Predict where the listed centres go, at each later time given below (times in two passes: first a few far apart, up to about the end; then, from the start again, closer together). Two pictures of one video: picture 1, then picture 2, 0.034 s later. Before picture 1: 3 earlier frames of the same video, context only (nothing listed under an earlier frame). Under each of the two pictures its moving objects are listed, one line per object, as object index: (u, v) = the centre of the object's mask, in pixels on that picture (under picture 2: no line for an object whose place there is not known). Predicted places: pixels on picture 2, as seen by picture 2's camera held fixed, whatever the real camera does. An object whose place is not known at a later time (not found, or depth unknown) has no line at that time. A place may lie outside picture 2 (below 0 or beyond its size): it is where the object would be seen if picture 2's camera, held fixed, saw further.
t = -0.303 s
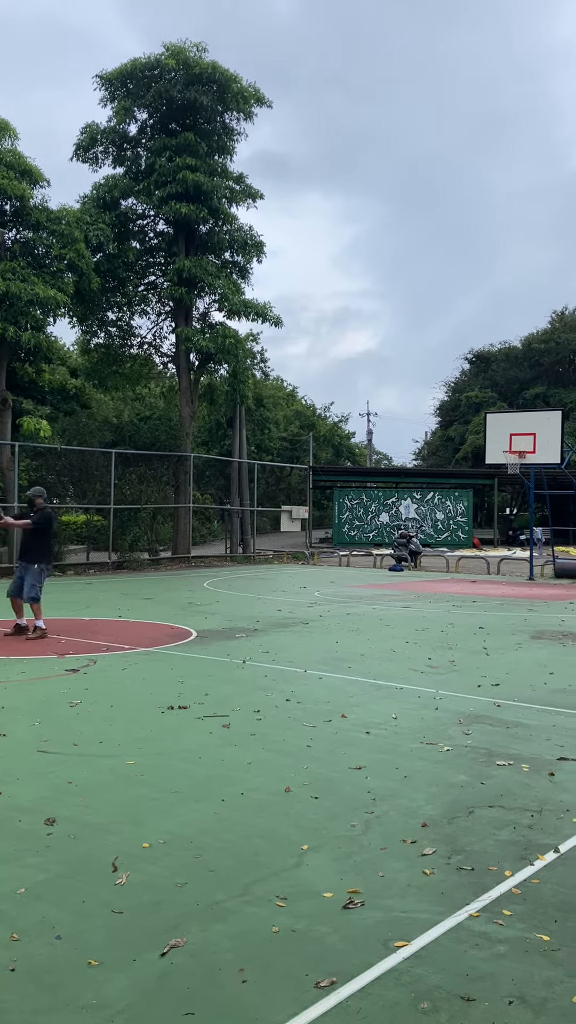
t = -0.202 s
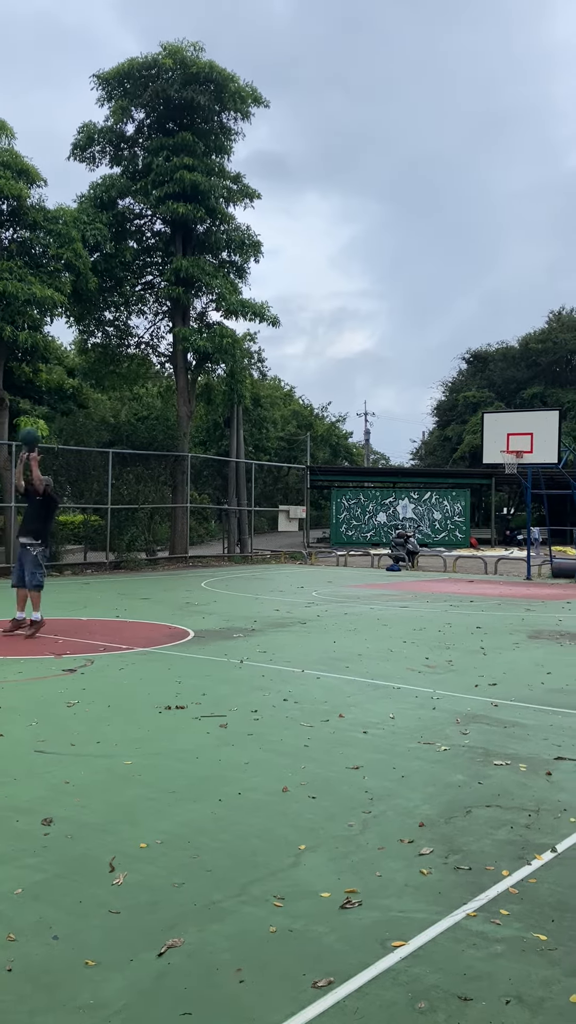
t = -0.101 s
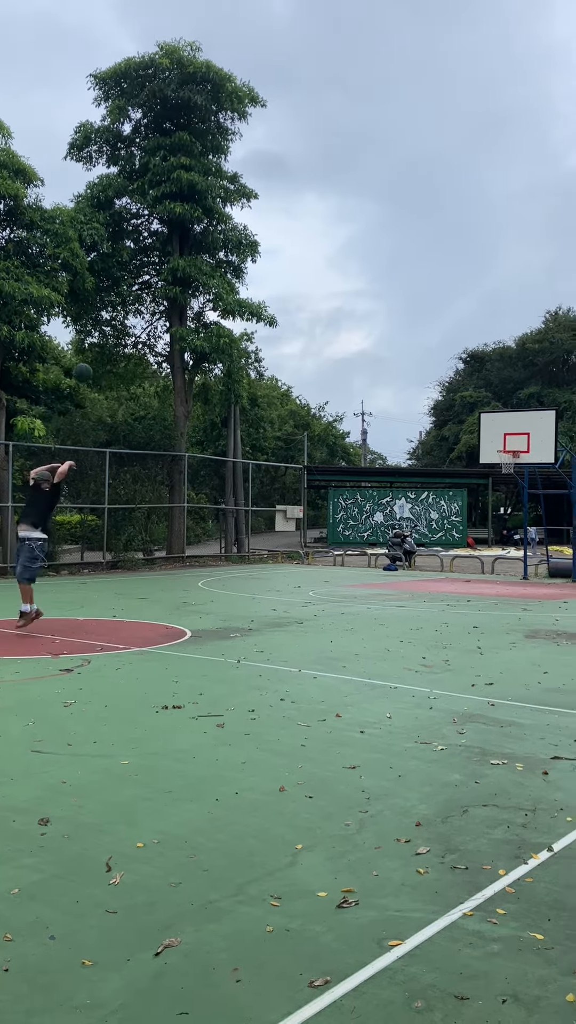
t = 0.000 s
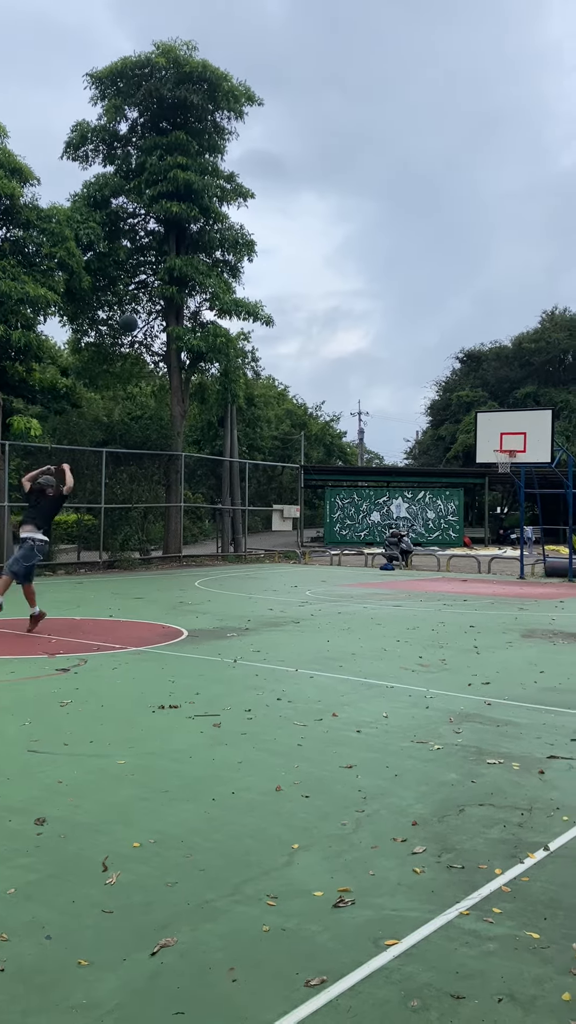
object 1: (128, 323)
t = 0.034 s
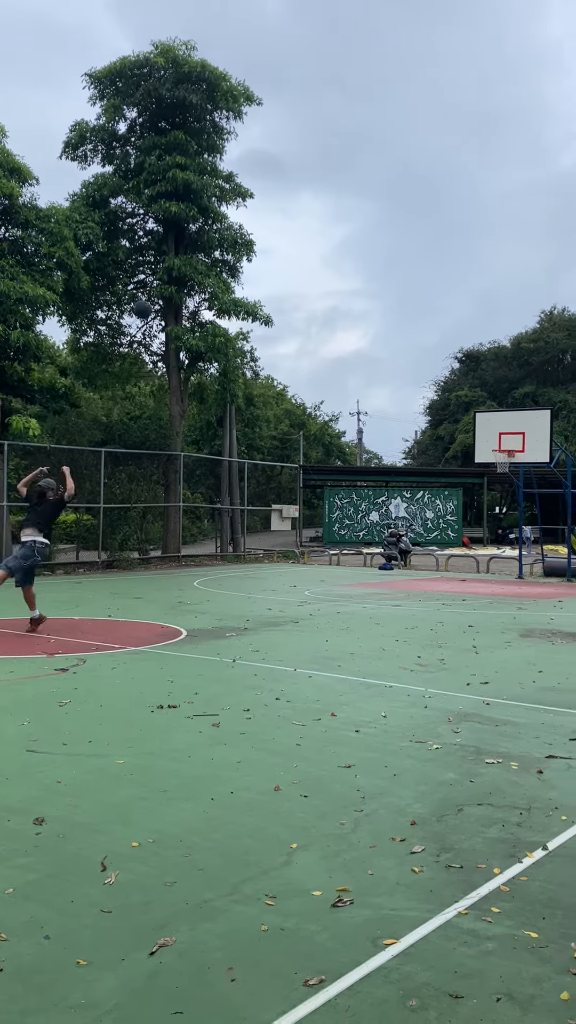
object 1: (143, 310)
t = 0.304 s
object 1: (246, 240)
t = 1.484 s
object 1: (502, 420)
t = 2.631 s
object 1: (467, 565)
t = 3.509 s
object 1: (455, 557)
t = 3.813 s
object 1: (451, 555)
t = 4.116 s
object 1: (447, 549)
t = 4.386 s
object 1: (443, 579)
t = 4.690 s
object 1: (438, 560)
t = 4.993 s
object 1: (433, 579)
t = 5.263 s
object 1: (428, 567)
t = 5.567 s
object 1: (423, 573)
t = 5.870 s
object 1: (418, 577)
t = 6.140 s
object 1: (414, 578)
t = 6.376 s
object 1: (411, 578)
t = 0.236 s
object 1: (223, 251)
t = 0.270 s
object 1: (237, 246)
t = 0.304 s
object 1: (246, 240)
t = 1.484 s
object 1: (502, 420)
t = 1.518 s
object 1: (504, 431)
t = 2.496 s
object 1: (471, 559)
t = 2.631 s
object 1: (467, 565)
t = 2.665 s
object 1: (467, 558)
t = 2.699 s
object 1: (467, 552)
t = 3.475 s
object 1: (456, 550)
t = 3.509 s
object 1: (455, 557)
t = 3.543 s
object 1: (455, 563)
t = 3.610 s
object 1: (454, 578)
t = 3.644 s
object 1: (454, 576)
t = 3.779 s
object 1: (452, 559)
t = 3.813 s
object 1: (451, 555)
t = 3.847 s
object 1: (451, 552)
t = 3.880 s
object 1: (451, 550)
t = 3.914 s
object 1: (450, 549)
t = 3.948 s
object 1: (450, 547)
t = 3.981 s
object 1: (449, 547)
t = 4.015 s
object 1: (449, 546)
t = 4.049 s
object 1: (448, 547)
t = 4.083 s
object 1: (447, 548)
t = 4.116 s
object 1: (447, 549)
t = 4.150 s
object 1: (447, 551)
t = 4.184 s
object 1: (446, 553)
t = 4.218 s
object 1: (446, 556)
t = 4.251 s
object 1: (445, 559)
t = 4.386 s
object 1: (443, 579)
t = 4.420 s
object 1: (443, 577)
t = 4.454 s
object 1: (442, 573)
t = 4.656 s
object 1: (438, 560)
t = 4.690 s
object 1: (438, 560)
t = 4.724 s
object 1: (438, 561)
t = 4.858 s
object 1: (435, 566)
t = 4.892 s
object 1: (435, 568)
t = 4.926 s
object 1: (434, 572)
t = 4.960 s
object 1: (434, 576)
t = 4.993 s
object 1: (433, 579)
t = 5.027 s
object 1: (433, 576)
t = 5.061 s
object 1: (432, 574)
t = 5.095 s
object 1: (431, 571)
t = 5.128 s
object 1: (431, 569)
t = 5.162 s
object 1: (430, 568)
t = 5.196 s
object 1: (429, 567)
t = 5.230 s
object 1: (429, 567)
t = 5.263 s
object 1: (428, 567)
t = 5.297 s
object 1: (428, 568)
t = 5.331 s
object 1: (427, 569)
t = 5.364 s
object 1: (427, 571)
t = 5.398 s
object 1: (426, 574)
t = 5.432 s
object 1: (425, 577)
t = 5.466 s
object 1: (425, 579)
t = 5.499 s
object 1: (424, 576)
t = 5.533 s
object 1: (424, 575)
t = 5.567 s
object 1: (423, 573)
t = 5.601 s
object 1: (423, 572)
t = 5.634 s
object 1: (422, 572)
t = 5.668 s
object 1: (422, 572)
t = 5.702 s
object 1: (421, 572)
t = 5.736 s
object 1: (421, 573)
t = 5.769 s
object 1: (420, 575)
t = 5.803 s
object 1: (419, 577)
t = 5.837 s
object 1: (419, 578)
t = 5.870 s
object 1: (418, 577)
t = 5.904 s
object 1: (418, 575)
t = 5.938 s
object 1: (417, 574)
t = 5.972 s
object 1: (417, 574)
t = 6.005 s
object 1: (416, 574)
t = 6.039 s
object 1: (416, 575)
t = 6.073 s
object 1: (415, 576)
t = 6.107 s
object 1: (415, 578)
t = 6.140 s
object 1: (414, 578)
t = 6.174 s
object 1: (414, 577)
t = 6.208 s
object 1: (413, 576)
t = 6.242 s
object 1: (413, 576)
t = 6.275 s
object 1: (412, 576)
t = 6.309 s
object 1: (412, 576)
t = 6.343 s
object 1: (411, 578)
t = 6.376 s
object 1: (411, 578)
